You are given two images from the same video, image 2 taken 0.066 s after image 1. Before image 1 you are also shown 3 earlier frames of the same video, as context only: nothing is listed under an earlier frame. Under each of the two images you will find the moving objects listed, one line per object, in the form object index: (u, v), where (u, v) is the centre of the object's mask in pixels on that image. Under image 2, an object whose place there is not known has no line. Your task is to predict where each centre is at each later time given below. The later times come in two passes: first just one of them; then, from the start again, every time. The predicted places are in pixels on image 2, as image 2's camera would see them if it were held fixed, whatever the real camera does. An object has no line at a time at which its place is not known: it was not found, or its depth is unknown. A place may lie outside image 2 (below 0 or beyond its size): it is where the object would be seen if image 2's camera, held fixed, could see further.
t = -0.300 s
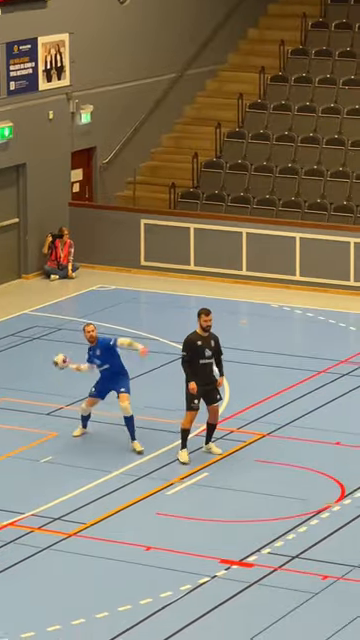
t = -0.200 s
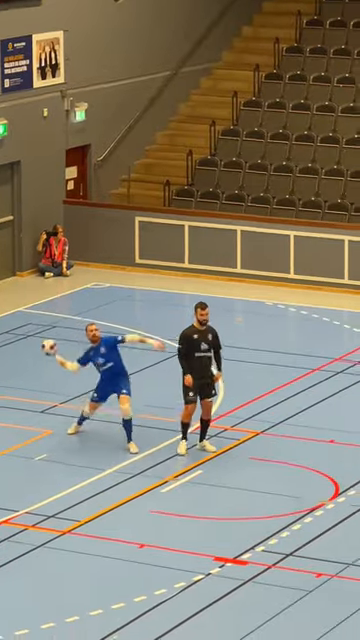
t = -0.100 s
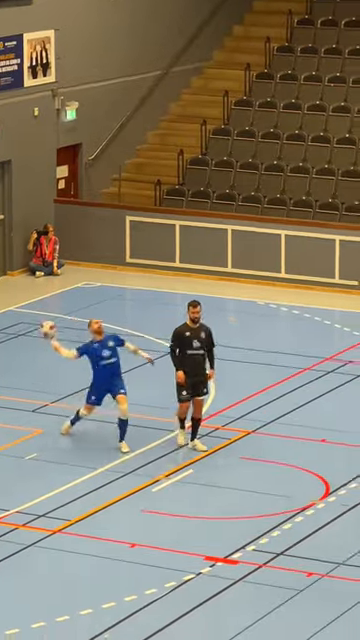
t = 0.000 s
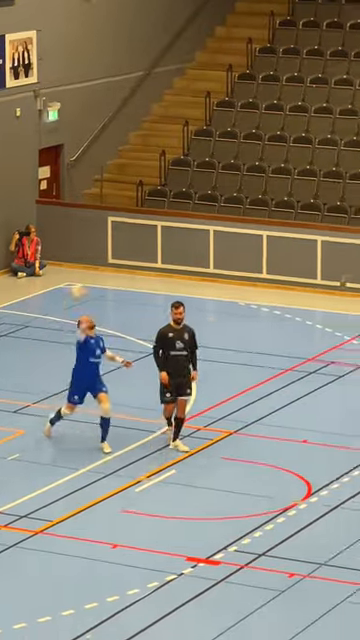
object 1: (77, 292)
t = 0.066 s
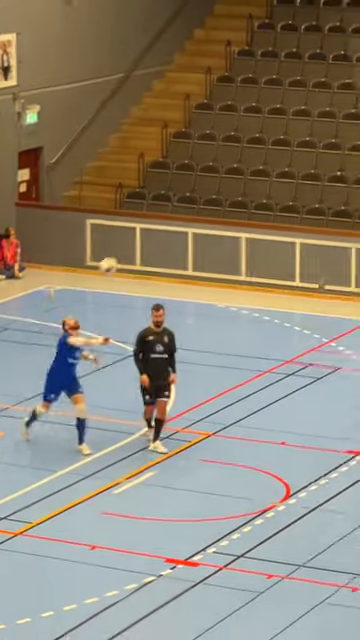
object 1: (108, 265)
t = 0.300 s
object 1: (306, 180)
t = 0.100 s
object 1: (135, 253)
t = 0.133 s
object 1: (162, 239)
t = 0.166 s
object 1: (190, 225)
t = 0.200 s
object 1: (218, 215)
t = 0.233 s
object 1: (247, 203)
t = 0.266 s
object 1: (277, 191)
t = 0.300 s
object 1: (306, 180)
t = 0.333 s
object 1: (337, 171)
